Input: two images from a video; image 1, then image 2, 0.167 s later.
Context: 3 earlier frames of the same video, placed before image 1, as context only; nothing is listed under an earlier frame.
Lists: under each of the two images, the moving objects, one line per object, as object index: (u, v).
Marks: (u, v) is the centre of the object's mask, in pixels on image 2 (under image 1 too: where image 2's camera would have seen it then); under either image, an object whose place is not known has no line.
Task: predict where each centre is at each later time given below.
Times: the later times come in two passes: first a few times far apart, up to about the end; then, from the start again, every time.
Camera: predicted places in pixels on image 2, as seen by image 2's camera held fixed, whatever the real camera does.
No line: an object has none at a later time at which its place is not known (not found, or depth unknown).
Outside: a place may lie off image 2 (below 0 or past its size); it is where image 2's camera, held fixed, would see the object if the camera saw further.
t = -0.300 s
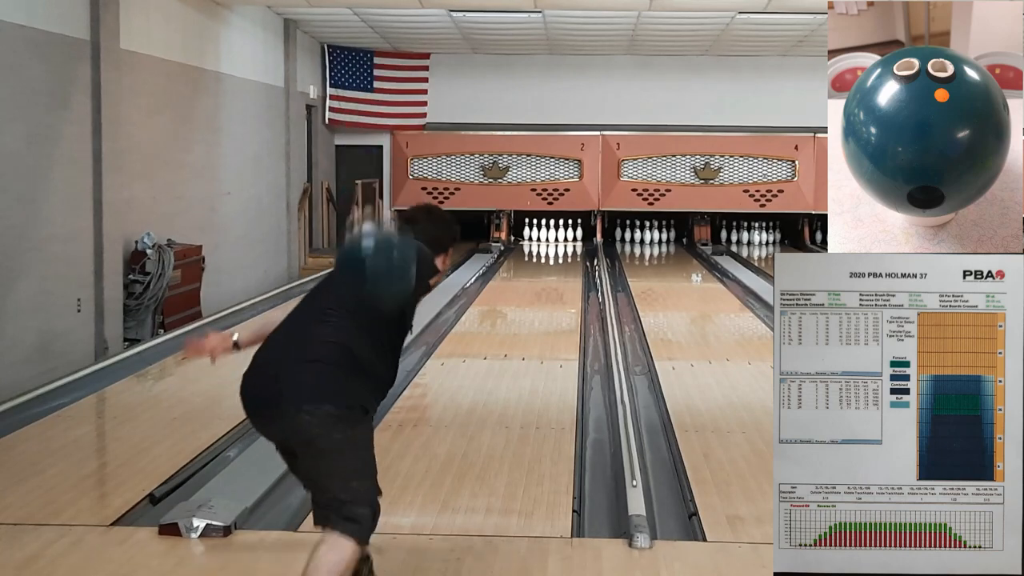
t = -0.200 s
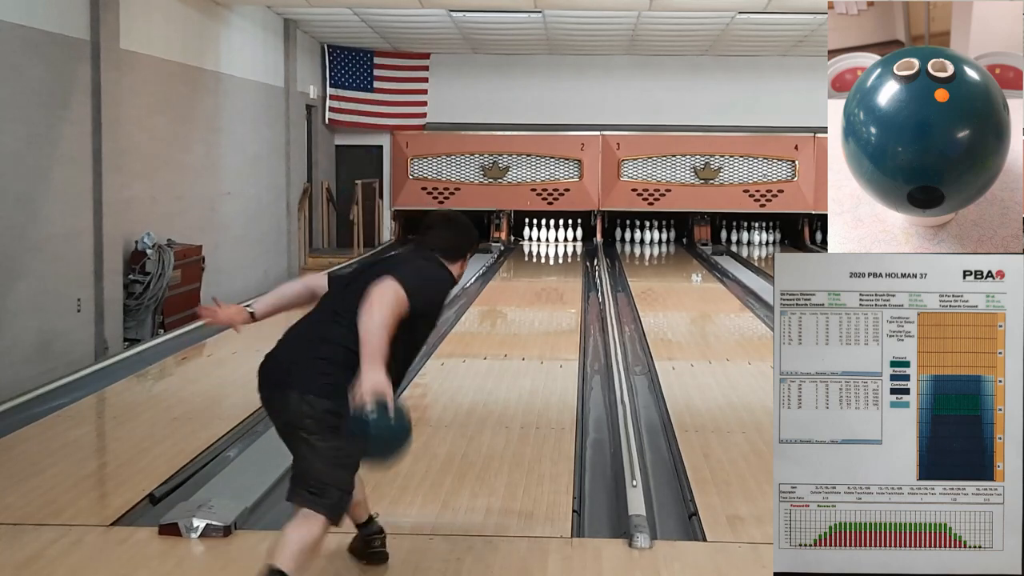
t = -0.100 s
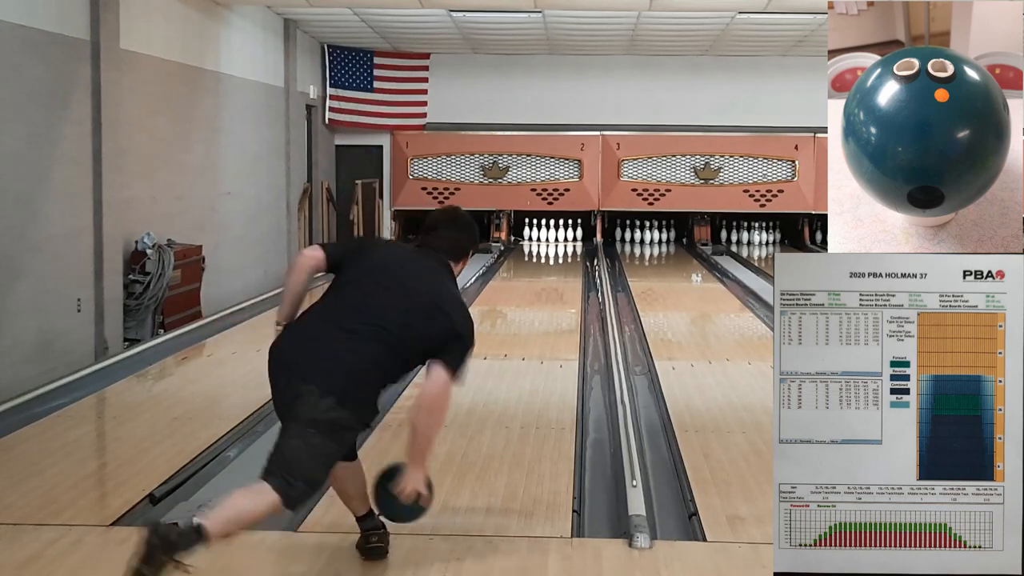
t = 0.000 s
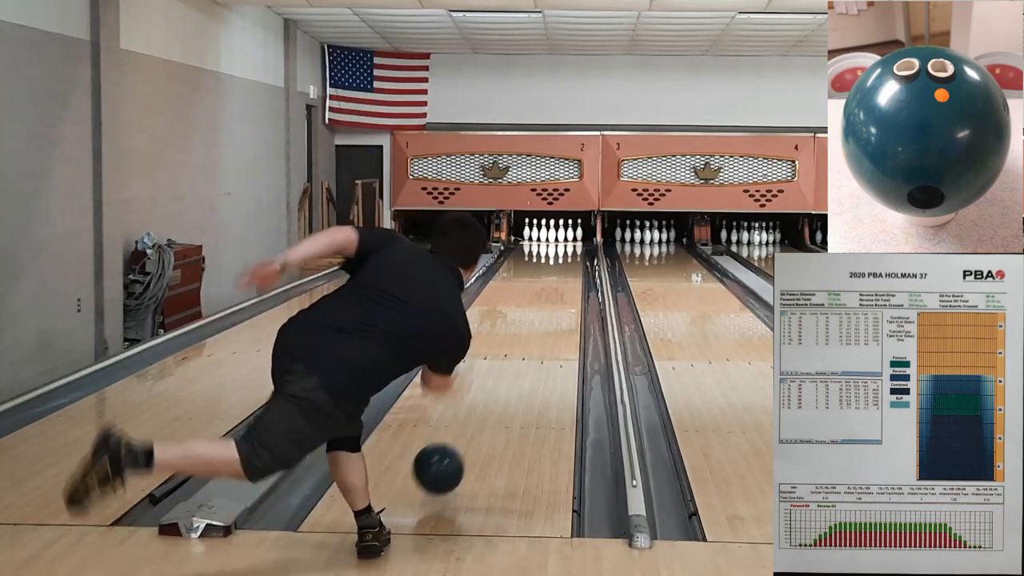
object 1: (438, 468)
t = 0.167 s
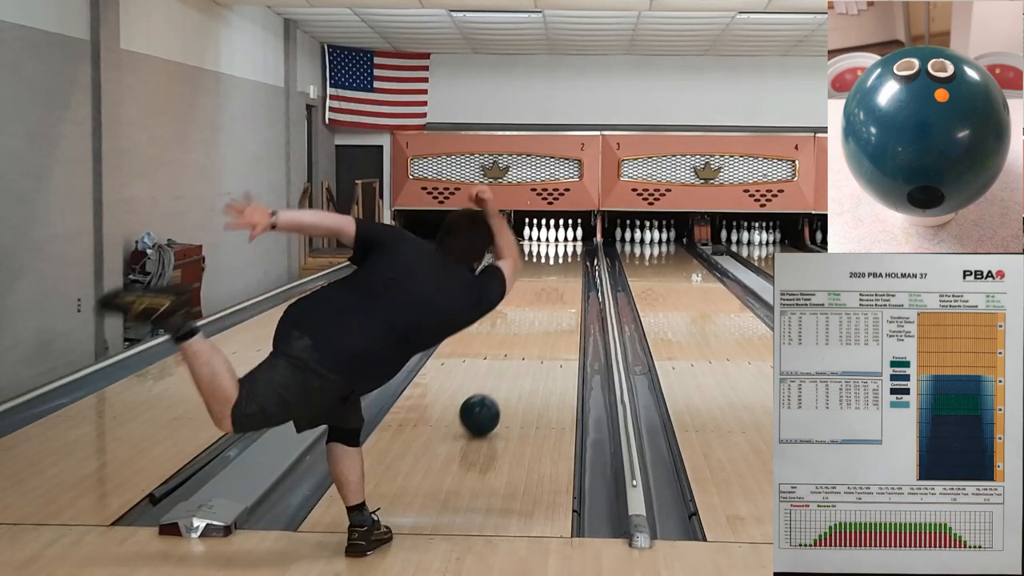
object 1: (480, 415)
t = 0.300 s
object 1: (502, 379)
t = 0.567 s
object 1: (532, 331)
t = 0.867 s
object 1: (552, 298)
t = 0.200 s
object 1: (486, 405)
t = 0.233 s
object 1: (492, 396)
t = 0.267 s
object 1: (497, 387)
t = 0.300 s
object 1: (502, 379)
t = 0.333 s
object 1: (507, 371)
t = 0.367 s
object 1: (511, 364)
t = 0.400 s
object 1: (515, 358)
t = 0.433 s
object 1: (519, 352)
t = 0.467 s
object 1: (531, 351)
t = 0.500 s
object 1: (526, 341)
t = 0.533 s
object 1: (529, 336)
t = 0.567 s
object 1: (532, 331)
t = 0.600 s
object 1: (535, 327)
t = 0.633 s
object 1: (537, 322)
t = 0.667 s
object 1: (540, 318)
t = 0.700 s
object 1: (542, 315)
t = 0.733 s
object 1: (544, 311)
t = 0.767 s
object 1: (546, 307)
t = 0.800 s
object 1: (548, 304)
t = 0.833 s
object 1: (550, 301)
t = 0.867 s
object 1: (552, 298)
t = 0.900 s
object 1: (554, 295)
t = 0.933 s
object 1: (555, 292)
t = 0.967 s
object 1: (557, 290)
